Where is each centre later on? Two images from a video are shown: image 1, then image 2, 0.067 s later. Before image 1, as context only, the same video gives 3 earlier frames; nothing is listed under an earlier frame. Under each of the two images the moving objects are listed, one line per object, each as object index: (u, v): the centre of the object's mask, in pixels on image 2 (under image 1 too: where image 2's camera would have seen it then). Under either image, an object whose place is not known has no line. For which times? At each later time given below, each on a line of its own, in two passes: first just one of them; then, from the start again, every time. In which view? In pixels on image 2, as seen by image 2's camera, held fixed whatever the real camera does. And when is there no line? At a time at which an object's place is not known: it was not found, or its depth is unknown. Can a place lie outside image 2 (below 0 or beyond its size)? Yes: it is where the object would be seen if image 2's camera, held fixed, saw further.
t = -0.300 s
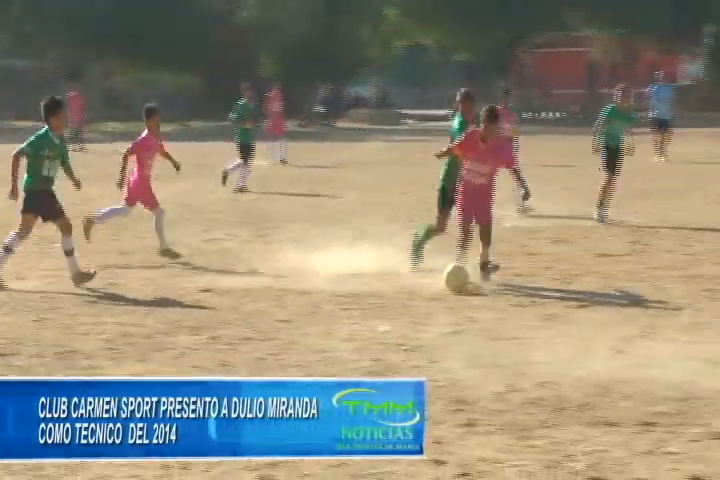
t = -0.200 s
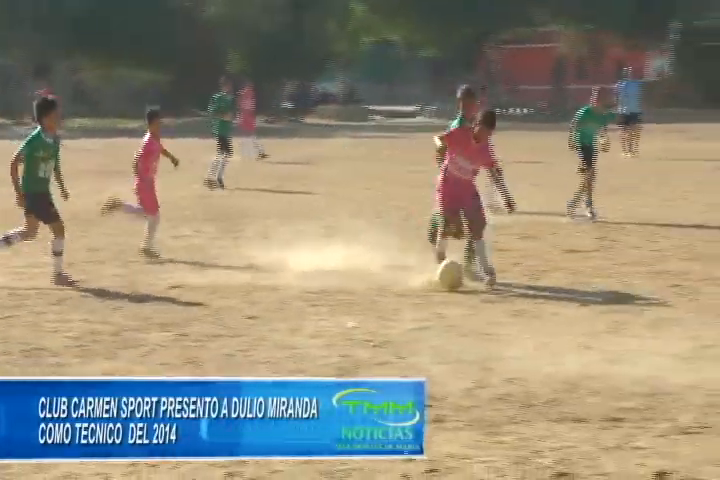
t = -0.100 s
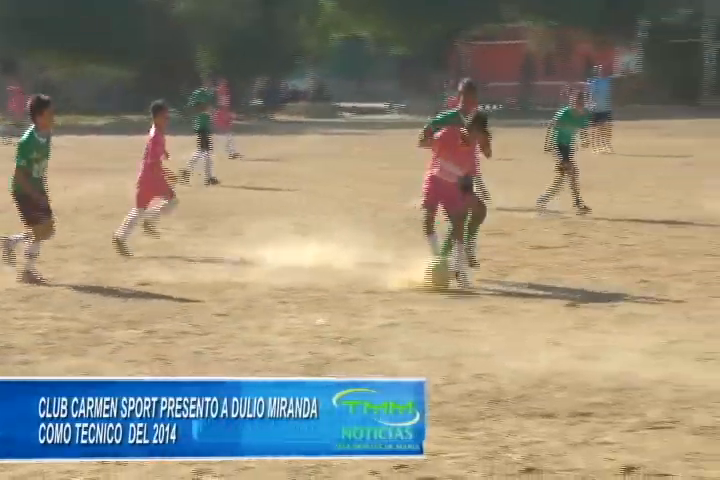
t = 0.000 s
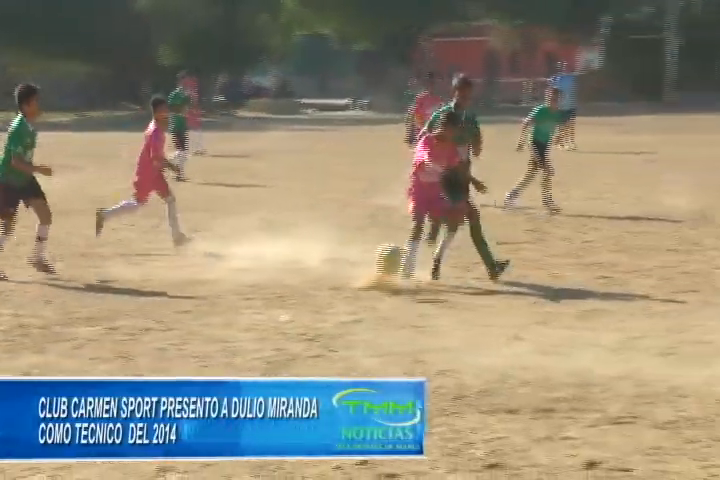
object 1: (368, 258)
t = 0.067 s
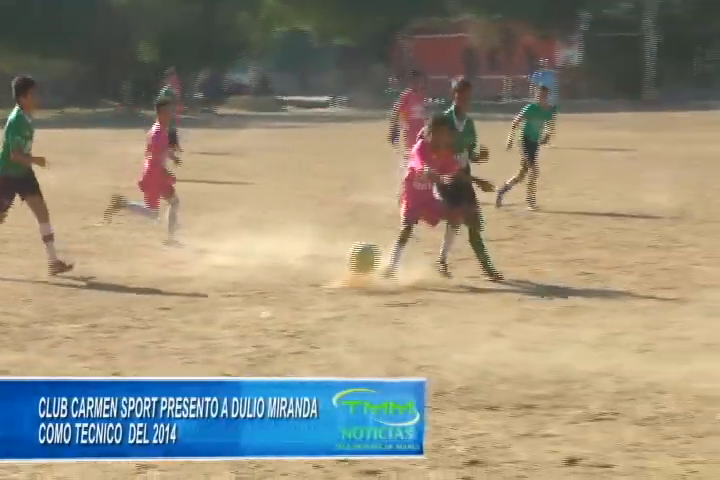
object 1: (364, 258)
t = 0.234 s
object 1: (339, 294)
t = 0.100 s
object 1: (359, 261)
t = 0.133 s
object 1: (354, 267)
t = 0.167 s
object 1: (349, 273)
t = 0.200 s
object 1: (344, 282)
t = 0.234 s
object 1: (339, 294)
